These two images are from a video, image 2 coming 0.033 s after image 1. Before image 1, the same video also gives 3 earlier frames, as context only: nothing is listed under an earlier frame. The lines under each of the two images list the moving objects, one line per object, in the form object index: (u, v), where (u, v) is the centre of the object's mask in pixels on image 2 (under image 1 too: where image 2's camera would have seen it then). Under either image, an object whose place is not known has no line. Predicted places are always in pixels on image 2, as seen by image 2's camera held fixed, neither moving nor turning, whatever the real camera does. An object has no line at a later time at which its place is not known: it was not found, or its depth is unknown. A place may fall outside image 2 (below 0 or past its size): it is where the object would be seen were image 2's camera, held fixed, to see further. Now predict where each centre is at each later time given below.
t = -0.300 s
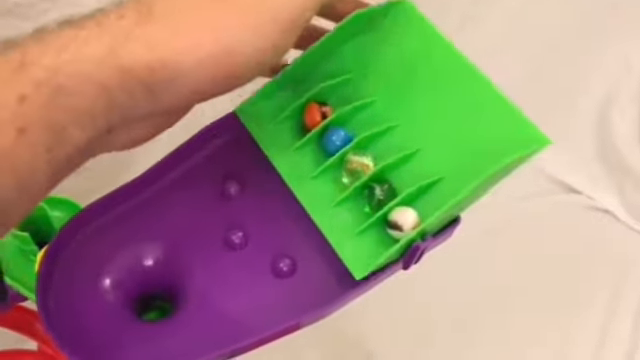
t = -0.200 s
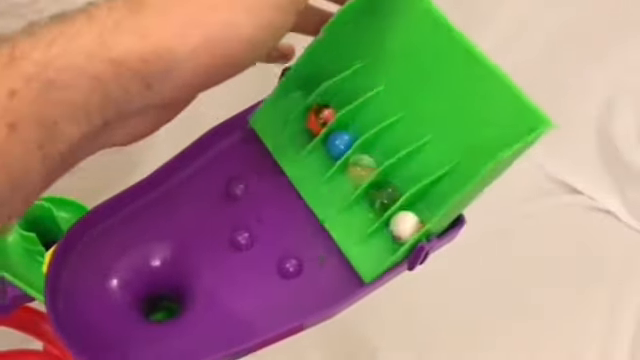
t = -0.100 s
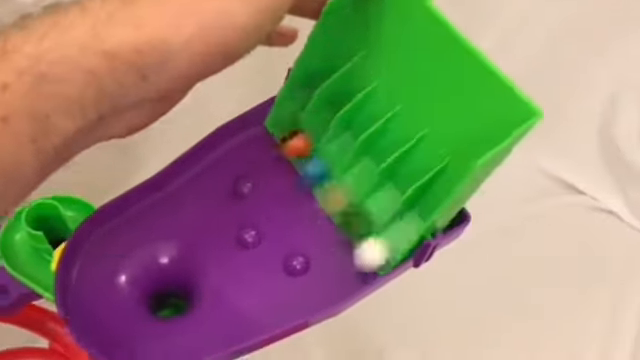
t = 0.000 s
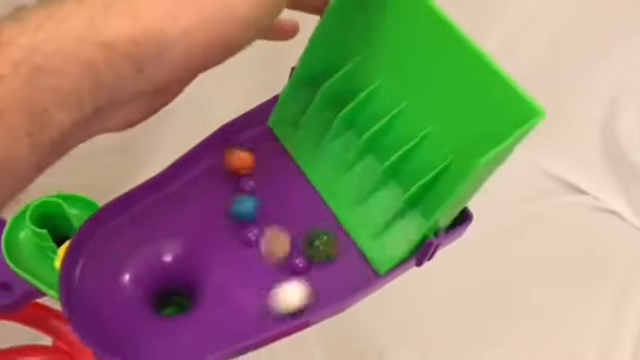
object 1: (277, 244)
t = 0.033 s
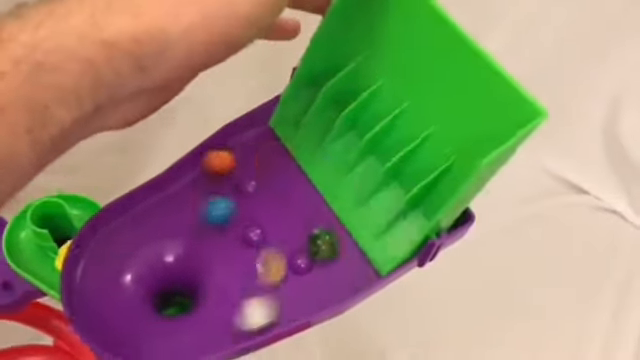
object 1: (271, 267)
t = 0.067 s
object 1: (259, 290)
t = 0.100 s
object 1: (241, 317)
